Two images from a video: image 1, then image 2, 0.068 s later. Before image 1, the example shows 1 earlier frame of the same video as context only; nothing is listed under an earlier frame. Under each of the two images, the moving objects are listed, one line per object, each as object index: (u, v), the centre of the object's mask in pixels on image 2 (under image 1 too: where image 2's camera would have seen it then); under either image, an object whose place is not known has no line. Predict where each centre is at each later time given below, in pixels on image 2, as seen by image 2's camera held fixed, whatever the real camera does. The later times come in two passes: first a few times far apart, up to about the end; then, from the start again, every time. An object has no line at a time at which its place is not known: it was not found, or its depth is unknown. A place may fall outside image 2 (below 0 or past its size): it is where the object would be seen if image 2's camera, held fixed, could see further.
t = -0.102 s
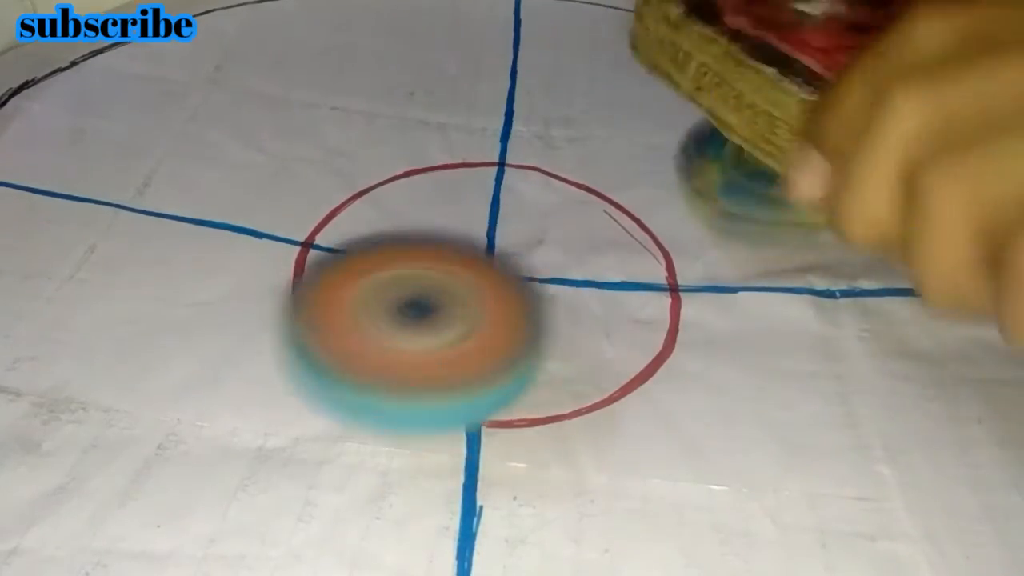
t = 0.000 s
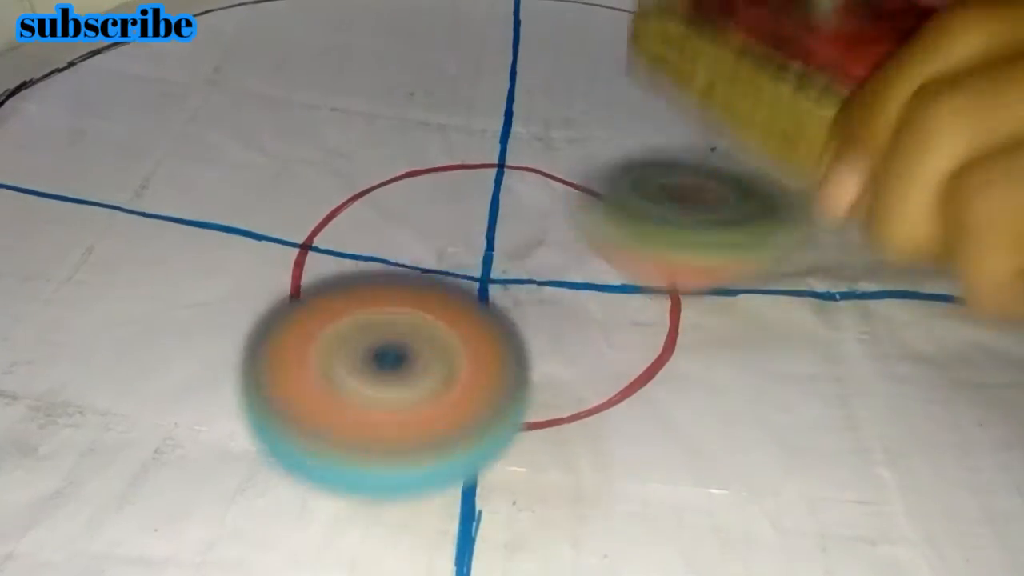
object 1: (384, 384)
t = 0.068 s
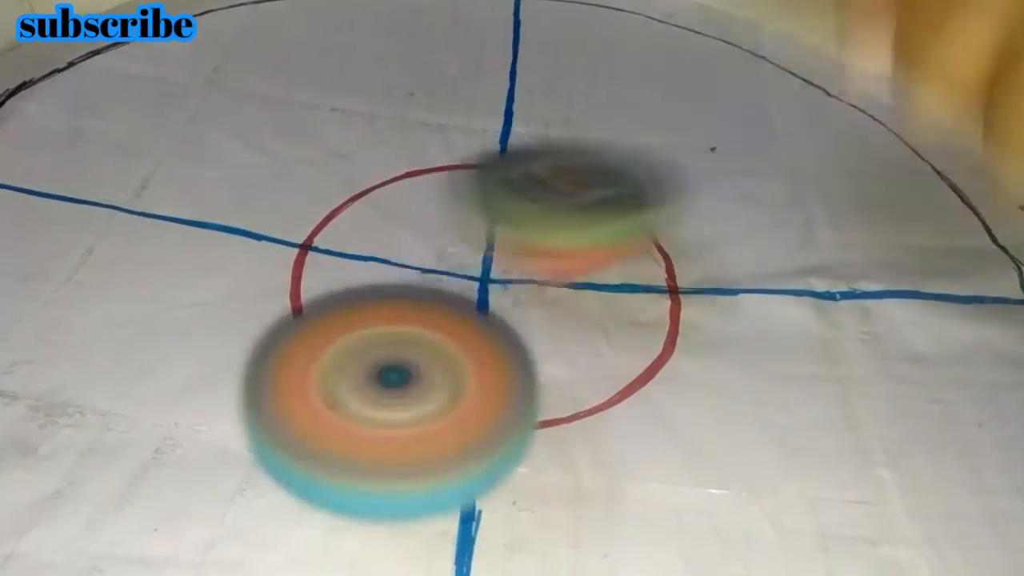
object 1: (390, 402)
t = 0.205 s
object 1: (444, 352)
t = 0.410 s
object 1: (460, 287)
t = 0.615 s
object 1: (455, 231)
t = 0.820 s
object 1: (446, 172)
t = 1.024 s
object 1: (377, 168)
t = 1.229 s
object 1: (368, 202)
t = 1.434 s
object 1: (493, 212)
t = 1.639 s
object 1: (559, 198)
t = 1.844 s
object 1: (554, 176)
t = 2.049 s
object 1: (541, 182)
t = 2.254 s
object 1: (438, 203)
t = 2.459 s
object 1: (402, 216)
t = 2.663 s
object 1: (411, 205)
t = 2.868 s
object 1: (392, 202)
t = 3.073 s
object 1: (359, 141)
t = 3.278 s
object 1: (358, 99)
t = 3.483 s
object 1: (379, 83)
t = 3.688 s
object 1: (421, 117)
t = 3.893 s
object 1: (466, 181)
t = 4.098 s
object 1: (446, 157)
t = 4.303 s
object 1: (423, 172)
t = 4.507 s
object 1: (449, 200)
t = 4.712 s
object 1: (506, 228)
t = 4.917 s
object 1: (555, 200)
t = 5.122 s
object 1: (605, 168)
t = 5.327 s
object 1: (640, 180)
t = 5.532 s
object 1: (628, 238)
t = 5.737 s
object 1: (580, 327)
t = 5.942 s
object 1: (535, 355)
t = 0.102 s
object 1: (399, 399)
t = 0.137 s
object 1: (413, 393)
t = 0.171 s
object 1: (428, 375)
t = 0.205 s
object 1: (444, 352)
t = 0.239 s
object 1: (454, 332)
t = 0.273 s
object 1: (459, 315)
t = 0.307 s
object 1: (459, 304)
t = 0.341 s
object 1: (463, 297)
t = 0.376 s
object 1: (464, 293)
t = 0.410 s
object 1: (460, 287)
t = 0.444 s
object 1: (453, 275)
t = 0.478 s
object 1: (444, 258)
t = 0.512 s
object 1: (441, 248)
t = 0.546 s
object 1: (444, 242)
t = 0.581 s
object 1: (448, 235)
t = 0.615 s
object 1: (455, 231)
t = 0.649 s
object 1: (461, 222)
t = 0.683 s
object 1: (466, 209)
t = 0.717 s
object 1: (471, 196)
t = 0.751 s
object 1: (468, 188)
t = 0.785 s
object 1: (458, 180)
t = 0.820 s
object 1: (446, 172)
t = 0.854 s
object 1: (436, 168)
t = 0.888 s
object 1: (425, 166)
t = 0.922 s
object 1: (414, 165)
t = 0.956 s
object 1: (401, 165)
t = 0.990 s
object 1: (389, 166)
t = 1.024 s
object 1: (377, 168)
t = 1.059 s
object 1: (369, 170)
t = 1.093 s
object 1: (363, 175)
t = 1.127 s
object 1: (360, 181)
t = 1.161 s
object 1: (358, 188)
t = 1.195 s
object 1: (360, 195)
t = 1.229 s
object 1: (368, 202)
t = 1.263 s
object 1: (384, 208)
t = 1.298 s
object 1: (409, 210)
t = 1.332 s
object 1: (435, 212)
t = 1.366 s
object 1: (454, 210)
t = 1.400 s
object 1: (472, 211)
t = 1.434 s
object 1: (493, 212)
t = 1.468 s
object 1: (511, 210)
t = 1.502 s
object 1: (522, 208)
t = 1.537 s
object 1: (529, 206)
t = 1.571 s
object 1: (537, 205)
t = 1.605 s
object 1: (549, 204)
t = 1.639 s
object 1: (559, 198)
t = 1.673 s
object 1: (562, 190)
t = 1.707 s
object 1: (559, 185)
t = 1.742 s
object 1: (560, 181)
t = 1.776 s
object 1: (561, 177)
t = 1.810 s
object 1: (558, 175)
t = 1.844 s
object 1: (554, 176)
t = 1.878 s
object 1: (551, 176)
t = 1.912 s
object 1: (549, 176)
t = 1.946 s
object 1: (547, 177)
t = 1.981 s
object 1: (547, 178)
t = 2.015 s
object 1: (546, 180)
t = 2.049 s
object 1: (541, 182)
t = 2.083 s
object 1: (533, 184)
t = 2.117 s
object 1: (523, 188)
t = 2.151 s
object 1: (495, 188)
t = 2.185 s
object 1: (471, 190)
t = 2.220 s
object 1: (453, 195)
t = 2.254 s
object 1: (438, 203)
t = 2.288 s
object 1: (427, 208)
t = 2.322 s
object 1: (415, 212)
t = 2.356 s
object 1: (407, 215)
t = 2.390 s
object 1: (403, 216)
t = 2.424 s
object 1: (402, 216)
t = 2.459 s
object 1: (402, 216)
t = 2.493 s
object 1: (405, 214)
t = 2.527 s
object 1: (409, 213)
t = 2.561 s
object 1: (412, 211)
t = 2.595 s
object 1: (415, 210)
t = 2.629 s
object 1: (414, 207)
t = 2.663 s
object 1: (411, 205)
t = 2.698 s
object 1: (407, 203)
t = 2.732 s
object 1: (403, 203)
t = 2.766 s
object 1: (399, 202)
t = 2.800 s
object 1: (396, 202)
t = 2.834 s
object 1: (393, 202)
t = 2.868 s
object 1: (392, 202)
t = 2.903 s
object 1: (389, 201)
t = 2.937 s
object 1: (383, 185)
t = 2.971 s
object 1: (375, 168)
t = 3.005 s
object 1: (370, 159)
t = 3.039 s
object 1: (365, 150)
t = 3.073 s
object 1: (359, 141)
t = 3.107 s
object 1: (354, 134)
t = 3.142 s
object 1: (353, 127)
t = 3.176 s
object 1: (354, 119)
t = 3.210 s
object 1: (355, 111)
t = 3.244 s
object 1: (356, 105)
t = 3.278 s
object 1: (358, 99)
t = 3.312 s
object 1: (360, 95)
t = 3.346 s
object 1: (362, 90)
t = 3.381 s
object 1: (365, 87)
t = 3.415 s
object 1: (369, 84)
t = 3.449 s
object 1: (373, 83)
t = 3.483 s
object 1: (379, 83)
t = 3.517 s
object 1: (386, 84)
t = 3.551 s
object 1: (392, 88)
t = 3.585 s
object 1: (399, 93)
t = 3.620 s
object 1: (406, 100)
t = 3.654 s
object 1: (413, 107)
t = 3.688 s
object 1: (421, 117)
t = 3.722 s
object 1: (429, 127)
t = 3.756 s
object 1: (437, 137)
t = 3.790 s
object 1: (444, 149)
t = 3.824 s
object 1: (453, 160)
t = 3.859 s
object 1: (460, 169)
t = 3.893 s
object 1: (466, 181)
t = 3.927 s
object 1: (474, 191)
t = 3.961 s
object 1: (475, 195)
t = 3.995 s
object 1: (465, 177)
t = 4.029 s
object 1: (459, 164)
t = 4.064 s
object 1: (452, 159)
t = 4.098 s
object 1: (446, 157)
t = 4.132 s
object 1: (436, 156)
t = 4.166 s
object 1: (432, 158)
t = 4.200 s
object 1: (426, 160)
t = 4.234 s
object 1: (424, 163)
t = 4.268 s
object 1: (421, 166)
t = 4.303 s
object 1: (423, 172)
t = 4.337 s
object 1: (423, 176)
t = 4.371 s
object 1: (428, 182)
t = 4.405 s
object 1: (429, 187)
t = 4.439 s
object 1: (435, 192)
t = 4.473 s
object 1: (440, 195)
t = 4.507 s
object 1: (449, 200)
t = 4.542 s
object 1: (455, 205)
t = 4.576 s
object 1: (467, 212)
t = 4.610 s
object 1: (472, 218)
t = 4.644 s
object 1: (482, 221)
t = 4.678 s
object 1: (493, 225)
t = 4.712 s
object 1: (506, 228)
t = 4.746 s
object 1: (516, 231)
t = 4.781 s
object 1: (529, 225)
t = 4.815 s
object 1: (533, 213)
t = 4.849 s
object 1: (542, 214)
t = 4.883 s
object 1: (552, 212)
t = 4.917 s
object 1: (555, 200)
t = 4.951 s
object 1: (563, 197)
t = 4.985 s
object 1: (564, 191)
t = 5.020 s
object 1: (567, 185)
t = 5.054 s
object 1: (585, 169)
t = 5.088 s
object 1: (596, 163)
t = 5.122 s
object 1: (605, 168)
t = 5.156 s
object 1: (615, 165)
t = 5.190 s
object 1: (623, 165)
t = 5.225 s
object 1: (624, 170)
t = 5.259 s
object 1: (627, 172)
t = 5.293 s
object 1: (631, 175)
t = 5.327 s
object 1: (640, 180)
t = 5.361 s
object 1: (644, 186)
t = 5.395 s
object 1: (641, 193)
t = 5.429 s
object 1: (640, 206)
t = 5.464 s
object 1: (641, 213)
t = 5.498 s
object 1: (636, 225)
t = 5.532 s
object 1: (628, 238)
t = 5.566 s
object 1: (621, 255)
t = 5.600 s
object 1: (618, 273)
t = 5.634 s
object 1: (611, 293)
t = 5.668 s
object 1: (606, 303)
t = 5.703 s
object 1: (590, 311)
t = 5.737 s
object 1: (580, 327)
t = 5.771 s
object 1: (572, 341)
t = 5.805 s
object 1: (565, 345)
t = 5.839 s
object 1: (557, 344)
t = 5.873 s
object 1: (537, 348)
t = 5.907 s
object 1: (529, 351)
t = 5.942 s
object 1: (535, 355)
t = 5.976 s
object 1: (542, 353)
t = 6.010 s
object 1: (543, 350)
